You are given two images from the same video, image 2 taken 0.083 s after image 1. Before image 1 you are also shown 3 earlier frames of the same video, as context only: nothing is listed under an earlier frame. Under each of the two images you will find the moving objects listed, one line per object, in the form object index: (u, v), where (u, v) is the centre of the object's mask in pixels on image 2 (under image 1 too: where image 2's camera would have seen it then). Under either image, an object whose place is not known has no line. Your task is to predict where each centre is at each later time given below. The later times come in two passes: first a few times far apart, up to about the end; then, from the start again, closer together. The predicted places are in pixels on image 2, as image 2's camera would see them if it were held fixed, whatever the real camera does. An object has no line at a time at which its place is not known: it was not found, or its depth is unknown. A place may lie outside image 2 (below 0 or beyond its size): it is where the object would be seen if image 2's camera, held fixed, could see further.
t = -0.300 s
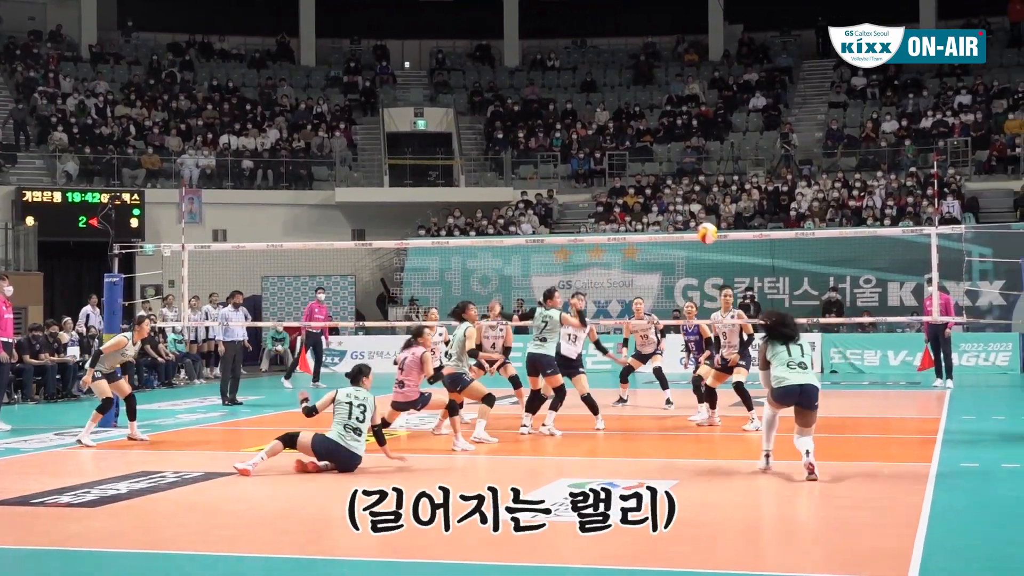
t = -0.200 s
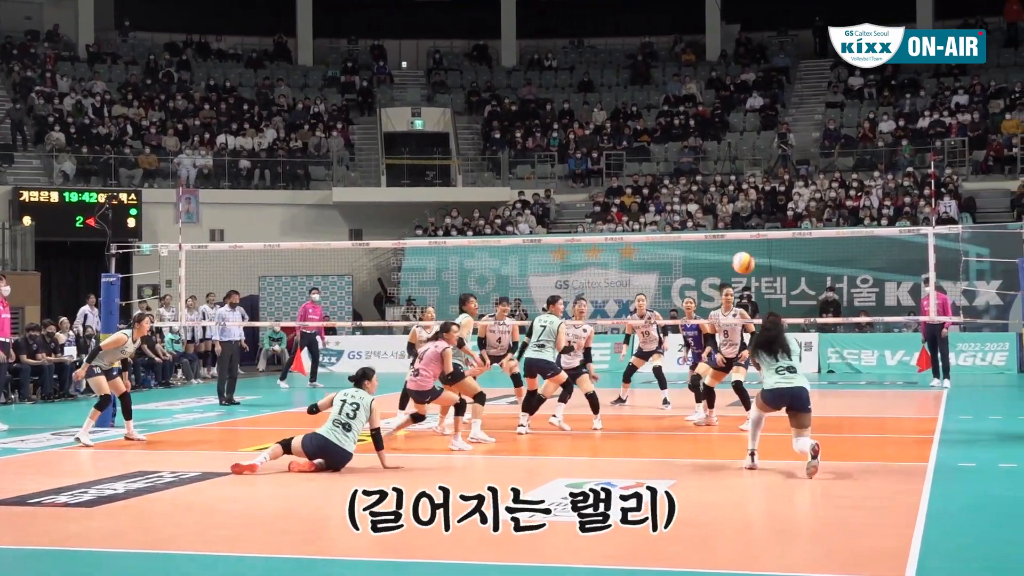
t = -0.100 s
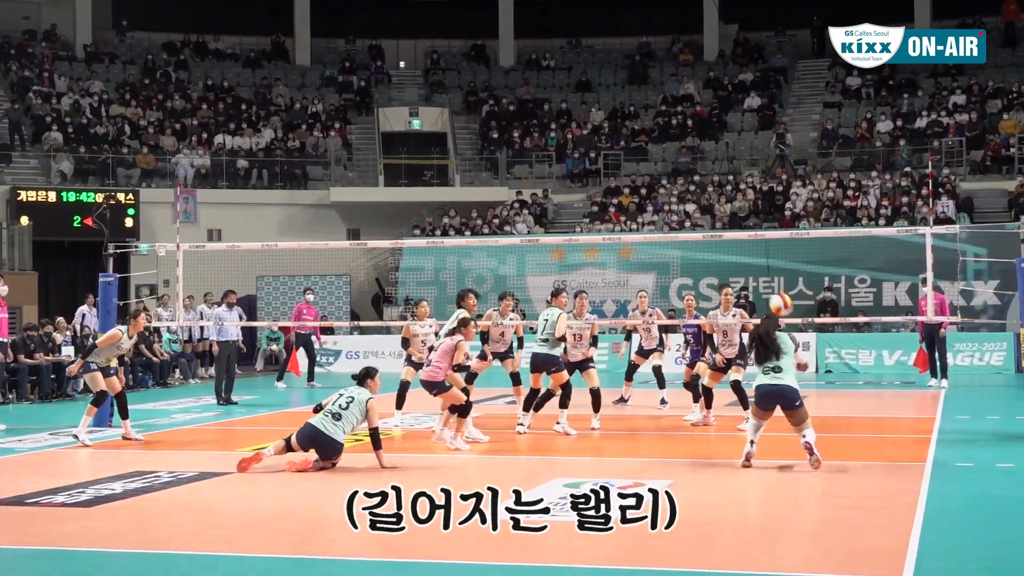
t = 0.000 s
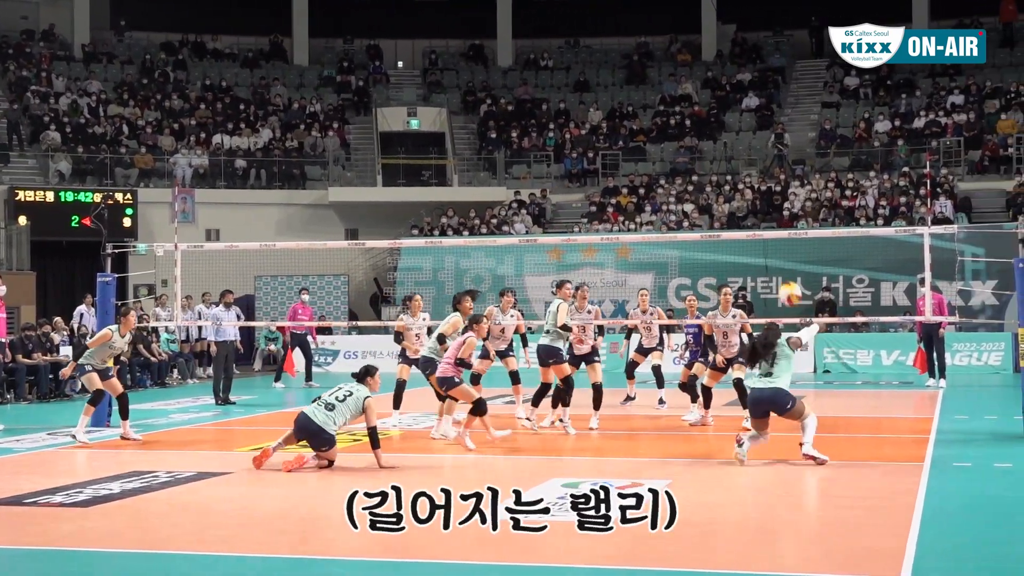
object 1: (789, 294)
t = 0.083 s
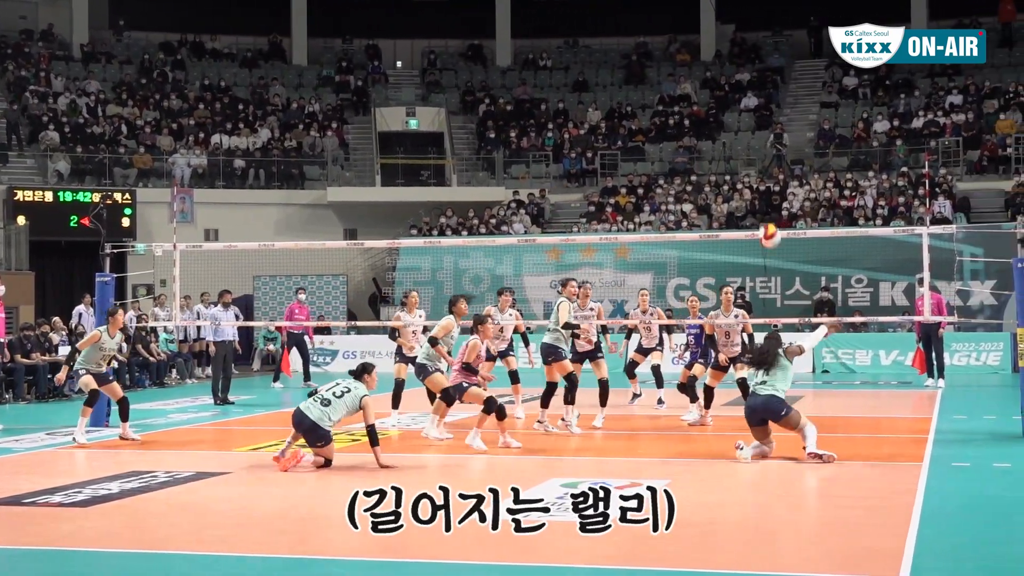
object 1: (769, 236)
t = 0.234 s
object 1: (735, 152)
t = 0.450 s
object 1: (687, 74)
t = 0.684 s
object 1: (637, 43)
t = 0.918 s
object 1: (590, 65)
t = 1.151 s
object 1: (546, 140)
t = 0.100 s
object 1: (765, 224)
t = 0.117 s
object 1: (761, 215)
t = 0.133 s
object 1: (758, 206)
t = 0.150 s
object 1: (754, 196)
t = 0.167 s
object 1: (750, 186)
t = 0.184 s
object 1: (746, 177)
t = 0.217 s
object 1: (739, 160)
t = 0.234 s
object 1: (735, 152)
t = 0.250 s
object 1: (731, 145)
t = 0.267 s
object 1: (727, 137)
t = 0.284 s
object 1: (724, 130)
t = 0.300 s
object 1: (720, 123)
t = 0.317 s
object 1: (716, 116)
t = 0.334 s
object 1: (712, 110)
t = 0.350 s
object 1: (709, 104)
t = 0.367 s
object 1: (705, 98)
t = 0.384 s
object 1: (701, 93)
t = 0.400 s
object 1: (698, 87)
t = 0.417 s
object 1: (694, 82)
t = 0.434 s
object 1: (690, 78)
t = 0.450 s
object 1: (687, 74)
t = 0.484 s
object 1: (679, 66)
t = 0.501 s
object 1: (676, 63)
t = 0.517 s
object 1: (672, 59)
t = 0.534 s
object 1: (669, 56)
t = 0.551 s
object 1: (665, 54)
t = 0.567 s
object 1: (662, 51)
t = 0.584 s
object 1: (658, 49)
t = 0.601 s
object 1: (654, 48)
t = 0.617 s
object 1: (651, 46)
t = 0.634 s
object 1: (648, 45)
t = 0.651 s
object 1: (644, 44)
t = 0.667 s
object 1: (640, 43)
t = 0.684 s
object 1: (637, 43)
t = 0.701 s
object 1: (634, 43)
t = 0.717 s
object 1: (630, 43)
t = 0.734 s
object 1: (627, 43)
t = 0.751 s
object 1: (623, 44)
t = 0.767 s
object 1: (620, 45)
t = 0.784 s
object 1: (617, 46)
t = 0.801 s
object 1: (613, 48)
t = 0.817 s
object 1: (610, 49)
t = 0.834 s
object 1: (606, 51)
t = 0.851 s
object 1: (603, 53)
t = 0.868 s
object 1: (600, 56)
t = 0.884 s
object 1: (596, 59)
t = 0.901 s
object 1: (593, 62)
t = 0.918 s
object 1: (590, 65)
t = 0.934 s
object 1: (586, 69)
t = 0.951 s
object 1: (583, 73)
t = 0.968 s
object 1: (580, 77)
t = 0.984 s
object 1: (577, 82)
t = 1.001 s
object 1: (574, 86)
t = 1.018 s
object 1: (570, 91)
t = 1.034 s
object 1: (568, 96)
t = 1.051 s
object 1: (565, 102)
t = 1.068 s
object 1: (561, 108)
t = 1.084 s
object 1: (558, 114)
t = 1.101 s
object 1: (555, 120)
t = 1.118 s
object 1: (552, 127)
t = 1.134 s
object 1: (548, 133)
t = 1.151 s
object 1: (546, 140)
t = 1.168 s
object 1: (542, 148)
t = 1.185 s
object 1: (540, 155)
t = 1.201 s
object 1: (536, 163)
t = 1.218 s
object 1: (533, 171)
